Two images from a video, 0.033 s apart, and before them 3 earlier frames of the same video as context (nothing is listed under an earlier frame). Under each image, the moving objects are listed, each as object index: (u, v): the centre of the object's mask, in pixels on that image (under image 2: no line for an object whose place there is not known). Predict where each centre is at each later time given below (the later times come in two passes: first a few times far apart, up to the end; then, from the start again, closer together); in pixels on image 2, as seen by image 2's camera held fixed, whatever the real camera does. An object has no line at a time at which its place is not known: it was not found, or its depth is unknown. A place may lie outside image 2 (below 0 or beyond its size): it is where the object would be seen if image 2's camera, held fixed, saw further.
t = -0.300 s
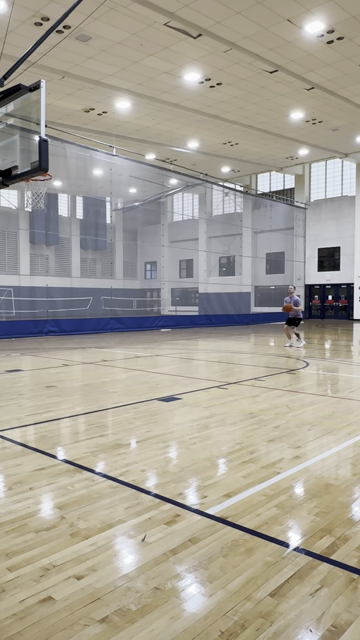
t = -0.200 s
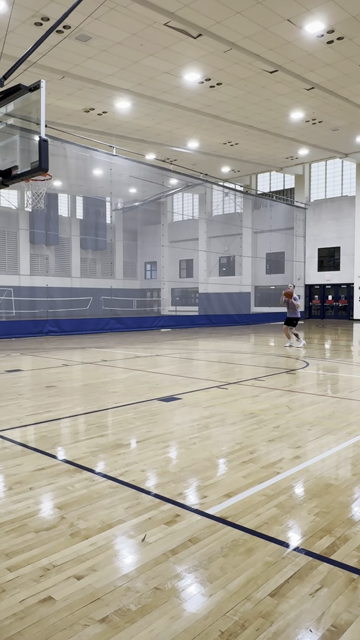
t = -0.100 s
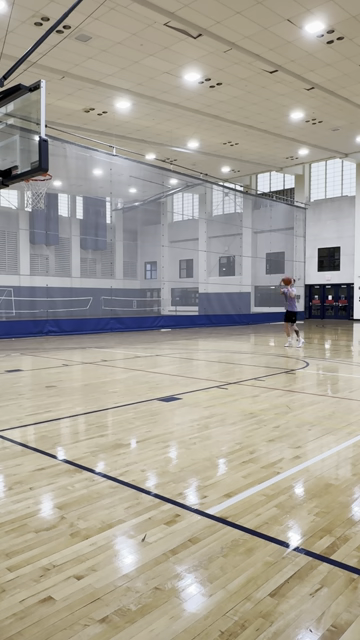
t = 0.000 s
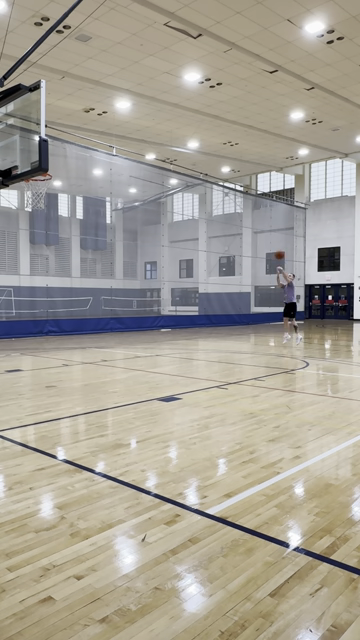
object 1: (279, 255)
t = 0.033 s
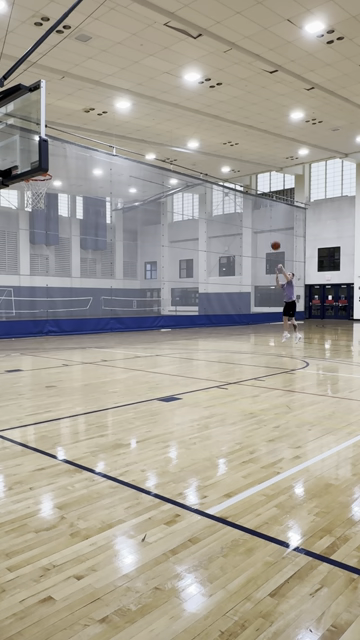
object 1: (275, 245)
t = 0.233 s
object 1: (251, 194)
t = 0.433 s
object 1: (222, 153)
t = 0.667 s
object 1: (181, 121)
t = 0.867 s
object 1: (140, 112)
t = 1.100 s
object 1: (81, 132)
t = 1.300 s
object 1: (26, 185)
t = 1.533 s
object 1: (50, 265)
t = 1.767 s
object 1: (76, 387)
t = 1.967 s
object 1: (110, 315)
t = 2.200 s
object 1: (150, 267)
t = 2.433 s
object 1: (188, 257)
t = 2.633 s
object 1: (219, 279)
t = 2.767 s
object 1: (239, 308)
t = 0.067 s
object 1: (271, 236)
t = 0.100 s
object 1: (267, 228)
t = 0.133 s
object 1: (263, 219)
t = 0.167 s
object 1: (259, 211)
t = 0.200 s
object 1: (255, 202)
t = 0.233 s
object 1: (251, 194)
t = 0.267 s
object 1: (246, 187)
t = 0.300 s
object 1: (241, 179)
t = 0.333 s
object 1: (237, 172)
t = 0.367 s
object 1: (232, 165)
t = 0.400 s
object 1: (227, 159)
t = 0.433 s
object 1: (222, 153)
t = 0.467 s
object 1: (216, 147)
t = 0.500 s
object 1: (211, 142)
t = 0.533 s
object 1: (205, 137)
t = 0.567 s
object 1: (199, 132)
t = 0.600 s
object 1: (194, 128)
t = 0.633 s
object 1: (188, 124)
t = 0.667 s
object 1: (181, 121)
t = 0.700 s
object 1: (175, 118)
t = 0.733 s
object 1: (168, 116)
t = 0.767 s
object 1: (162, 114)
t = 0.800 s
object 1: (155, 113)
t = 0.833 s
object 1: (148, 112)
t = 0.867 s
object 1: (140, 112)
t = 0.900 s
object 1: (133, 113)
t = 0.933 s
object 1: (125, 115)
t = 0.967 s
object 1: (116, 116)
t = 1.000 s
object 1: (108, 119)
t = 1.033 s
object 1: (100, 122)
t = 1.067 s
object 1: (91, 127)
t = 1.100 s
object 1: (81, 132)
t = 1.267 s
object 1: (32, 179)
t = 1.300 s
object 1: (26, 185)
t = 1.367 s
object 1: (32, 204)
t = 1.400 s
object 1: (36, 215)
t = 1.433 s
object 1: (40, 226)
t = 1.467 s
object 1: (43, 238)
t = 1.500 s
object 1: (47, 252)
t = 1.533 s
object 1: (50, 265)
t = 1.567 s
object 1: (54, 280)
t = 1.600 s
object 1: (58, 296)
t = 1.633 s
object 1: (62, 312)
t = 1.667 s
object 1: (65, 329)
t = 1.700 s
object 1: (69, 348)
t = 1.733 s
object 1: (72, 367)
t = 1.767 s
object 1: (76, 387)
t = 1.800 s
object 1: (82, 375)
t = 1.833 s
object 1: (87, 361)
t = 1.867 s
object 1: (93, 349)
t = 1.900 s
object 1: (99, 336)
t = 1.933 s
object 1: (104, 325)
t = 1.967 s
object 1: (110, 315)
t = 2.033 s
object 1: (122, 297)
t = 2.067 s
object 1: (127, 289)
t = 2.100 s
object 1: (133, 282)
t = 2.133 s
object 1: (139, 276)
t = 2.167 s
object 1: (144, 271)
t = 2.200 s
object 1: (150, 267)
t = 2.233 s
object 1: (155, 263)
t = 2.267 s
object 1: (161, 260)
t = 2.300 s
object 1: (166, 258)
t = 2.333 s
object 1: (172, 256)
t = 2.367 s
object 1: (177, 256)
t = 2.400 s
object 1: (183, 256)
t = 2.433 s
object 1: (188, 257)
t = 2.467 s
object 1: (193, 259)
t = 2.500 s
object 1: (198, 261)
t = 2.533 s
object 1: (204, 265)
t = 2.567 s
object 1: (209, 269)
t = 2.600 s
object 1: (214, 274)
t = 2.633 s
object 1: (219, 279)
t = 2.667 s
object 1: (224, 285)
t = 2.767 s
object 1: (239, 308)
